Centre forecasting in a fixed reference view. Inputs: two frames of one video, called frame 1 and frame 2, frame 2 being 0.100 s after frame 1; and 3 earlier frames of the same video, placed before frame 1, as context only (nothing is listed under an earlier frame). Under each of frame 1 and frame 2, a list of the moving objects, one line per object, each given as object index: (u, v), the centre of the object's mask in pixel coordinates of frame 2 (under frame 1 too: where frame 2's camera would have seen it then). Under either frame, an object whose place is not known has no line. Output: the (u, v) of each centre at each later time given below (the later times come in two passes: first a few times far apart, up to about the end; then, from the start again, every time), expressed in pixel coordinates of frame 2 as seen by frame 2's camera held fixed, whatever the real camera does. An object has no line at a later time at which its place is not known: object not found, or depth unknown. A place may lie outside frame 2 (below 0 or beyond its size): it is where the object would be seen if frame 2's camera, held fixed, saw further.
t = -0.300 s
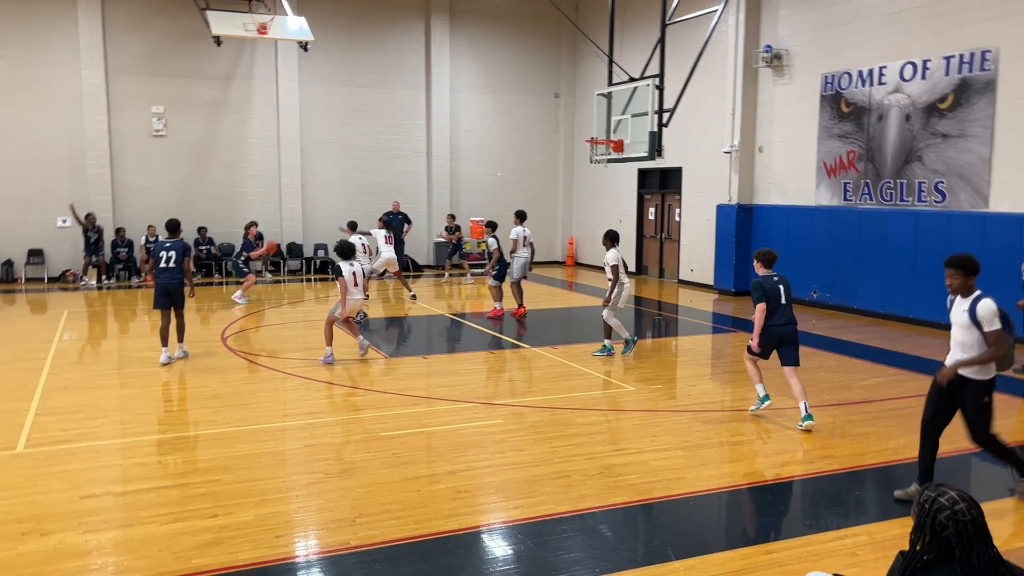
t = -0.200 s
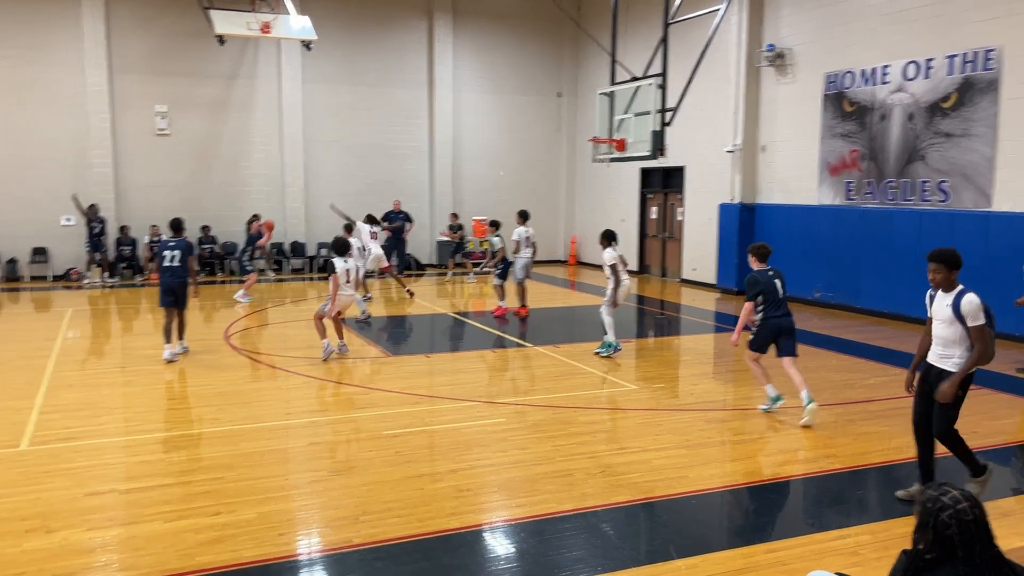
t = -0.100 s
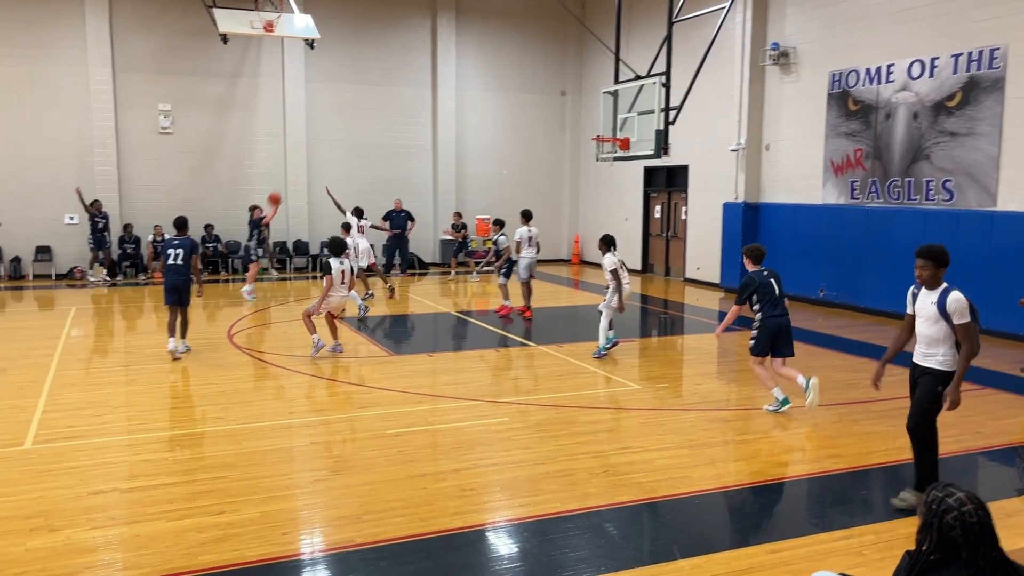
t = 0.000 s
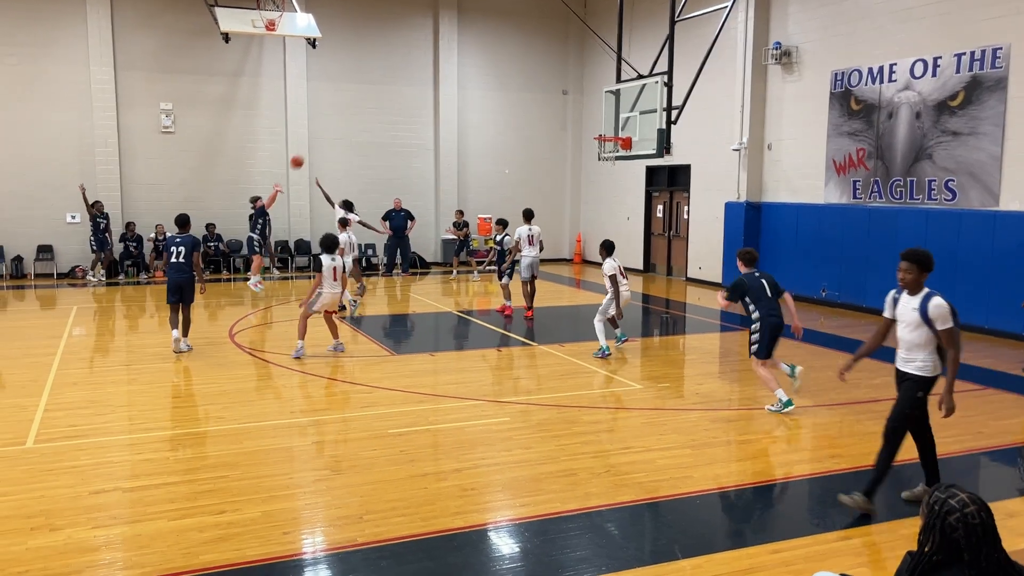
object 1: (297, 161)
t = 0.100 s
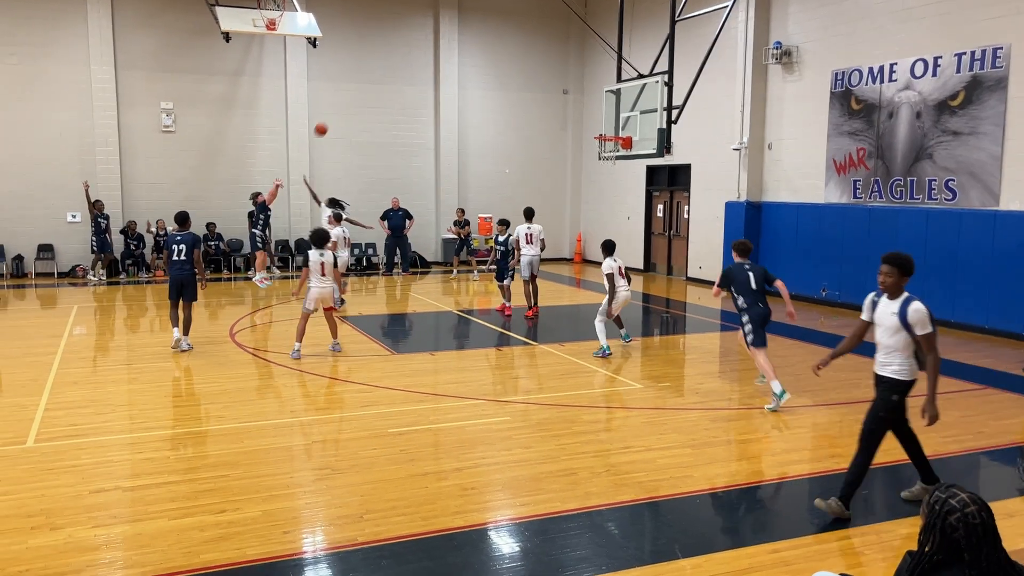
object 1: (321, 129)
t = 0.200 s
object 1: (344, 102)
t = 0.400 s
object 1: (393, 62)
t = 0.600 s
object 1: (443, 43)
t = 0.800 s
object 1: (495, 48)
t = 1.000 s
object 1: (548, 75)
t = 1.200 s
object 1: (601, 128)
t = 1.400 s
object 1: (625, 153)
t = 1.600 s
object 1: (631, 178)
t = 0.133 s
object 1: (329, 120)
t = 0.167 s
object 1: (337, 110)
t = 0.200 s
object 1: (344, 102)
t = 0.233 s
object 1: (353, 94)
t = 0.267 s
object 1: (361, 87)
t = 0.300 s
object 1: (369, 80)
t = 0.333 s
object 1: (377, 73)
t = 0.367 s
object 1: (385, 67)
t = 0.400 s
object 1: (393, 62)
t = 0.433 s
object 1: (402, 58)
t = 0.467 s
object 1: (410, 53)
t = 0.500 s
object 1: (418, 50)
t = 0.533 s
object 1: (427, 47)
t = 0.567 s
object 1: (435, 45)
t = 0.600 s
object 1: (443, 43)
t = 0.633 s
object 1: (452, 42)
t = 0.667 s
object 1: (461, 42)
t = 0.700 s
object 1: (469, 43)
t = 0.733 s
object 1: (478, 44)
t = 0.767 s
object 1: (486, 45)
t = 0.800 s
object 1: (495, 48)
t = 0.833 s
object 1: (504, 51)
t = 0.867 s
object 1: (513, 54)
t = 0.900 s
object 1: (522, 58)
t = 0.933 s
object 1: (530, 63)
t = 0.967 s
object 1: (539, 69)
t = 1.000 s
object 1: (548, 75)
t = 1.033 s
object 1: (557, 82)
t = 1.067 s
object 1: (566, 90)
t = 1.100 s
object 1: (574, 98)
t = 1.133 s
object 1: (583, 107)
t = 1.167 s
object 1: (592, 117)
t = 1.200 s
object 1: (601, 128)
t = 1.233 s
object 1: (610, 139)
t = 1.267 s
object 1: (618, 148)
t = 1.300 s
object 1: (621, 149)
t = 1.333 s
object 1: (623, 150)
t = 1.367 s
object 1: (624, 150)
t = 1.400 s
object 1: (625, 153)
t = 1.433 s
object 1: (626, 156)
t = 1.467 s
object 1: (627, 159)
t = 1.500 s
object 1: (628, 163)
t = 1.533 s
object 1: (629, 167)
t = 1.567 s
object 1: (630, 173)
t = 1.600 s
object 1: (631, 178)
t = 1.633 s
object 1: (632, 184)
